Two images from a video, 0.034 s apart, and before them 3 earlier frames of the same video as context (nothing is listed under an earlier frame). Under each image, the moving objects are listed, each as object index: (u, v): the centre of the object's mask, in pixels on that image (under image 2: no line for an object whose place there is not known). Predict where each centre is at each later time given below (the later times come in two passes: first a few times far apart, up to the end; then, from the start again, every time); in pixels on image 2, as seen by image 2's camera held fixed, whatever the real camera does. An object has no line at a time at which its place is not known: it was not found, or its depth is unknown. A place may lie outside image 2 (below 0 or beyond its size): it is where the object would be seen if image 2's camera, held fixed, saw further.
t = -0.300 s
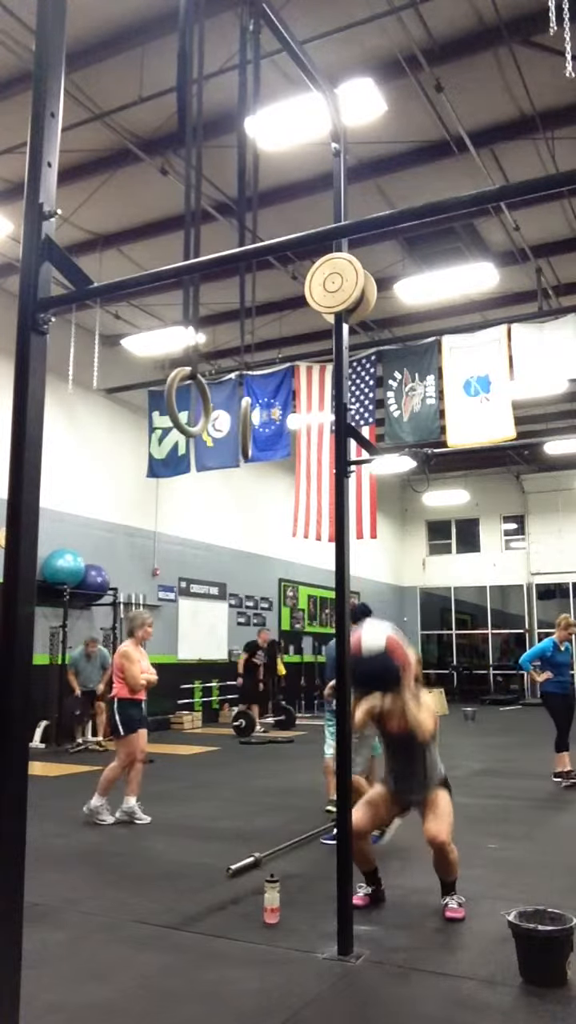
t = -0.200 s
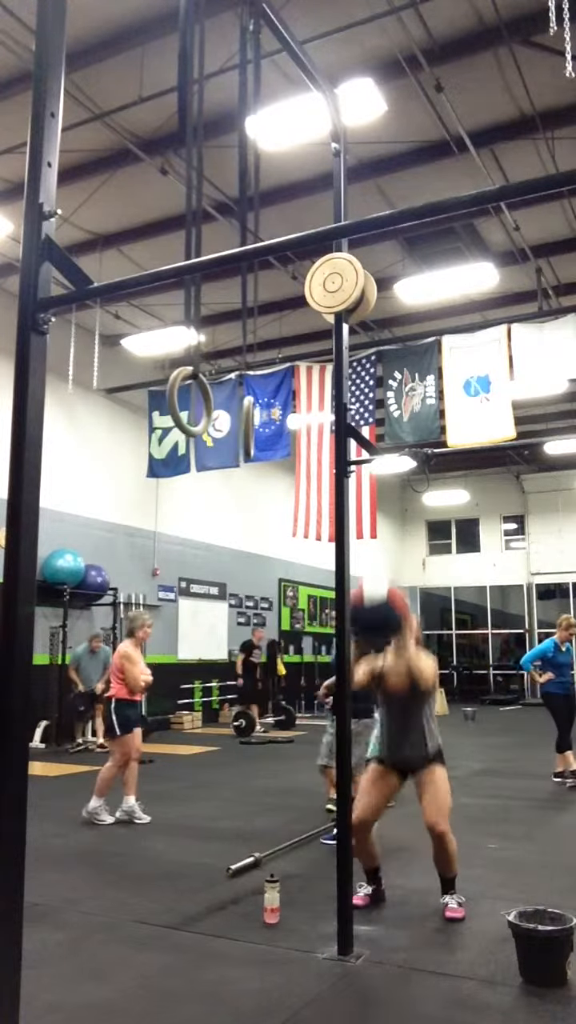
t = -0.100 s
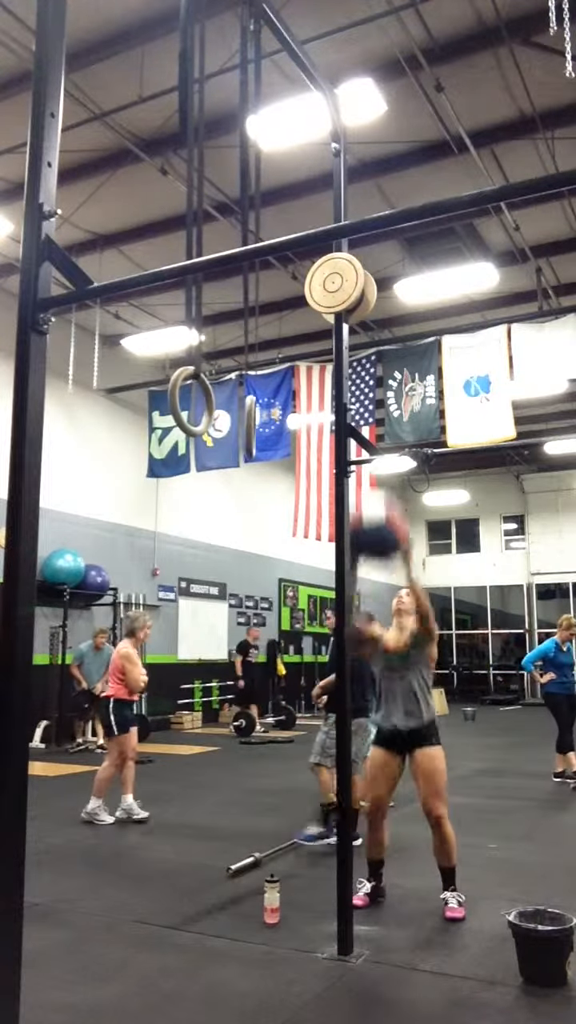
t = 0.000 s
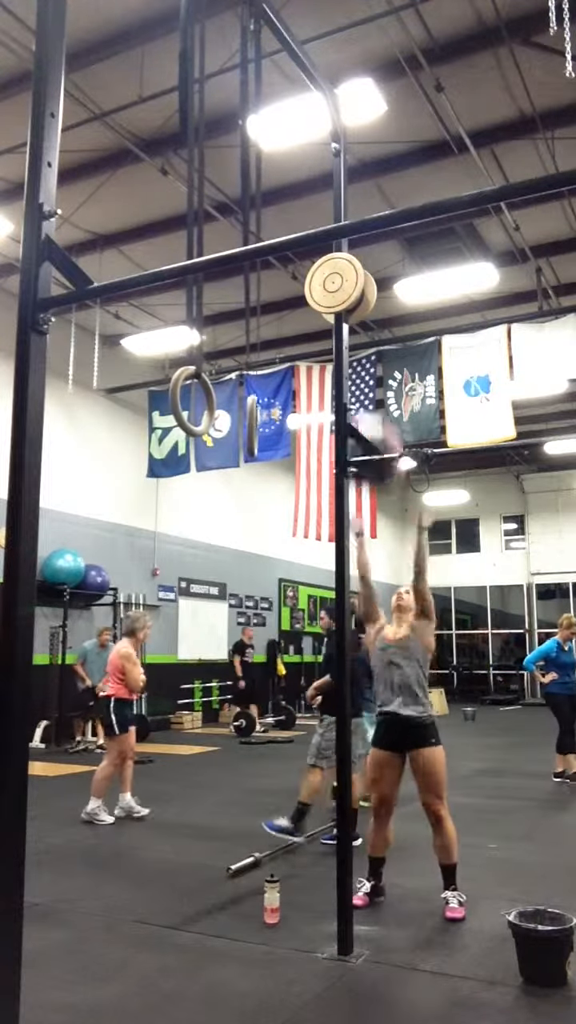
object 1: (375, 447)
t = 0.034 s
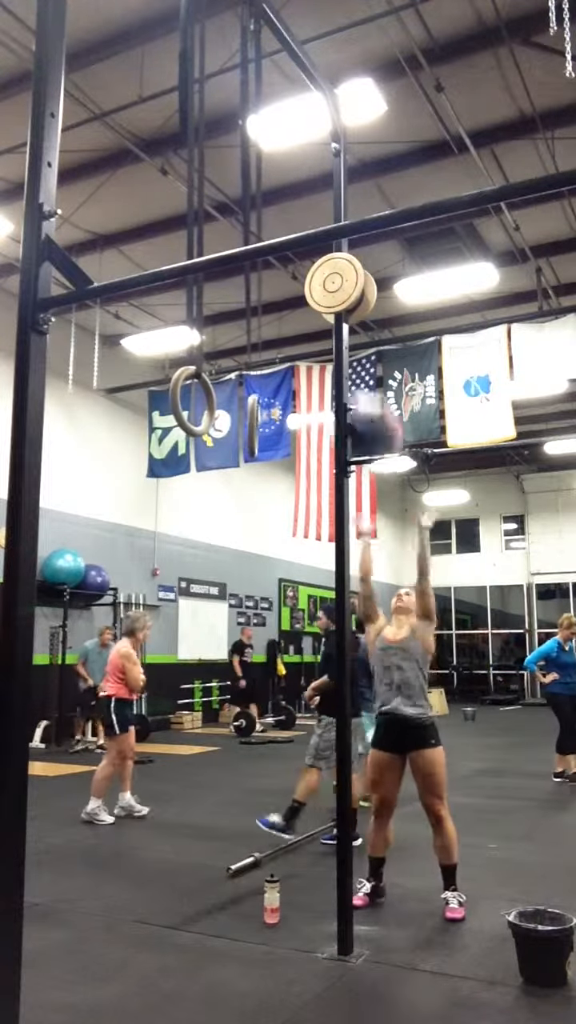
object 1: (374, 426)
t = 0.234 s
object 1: (361, 352)
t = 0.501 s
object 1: (384, 429)
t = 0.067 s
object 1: (372, 405)
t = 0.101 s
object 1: (370, 391)
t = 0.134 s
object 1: (367, 373)
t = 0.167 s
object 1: (366, 362)
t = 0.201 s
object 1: (360, 353)
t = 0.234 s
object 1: (361, 352)
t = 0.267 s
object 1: (368, 354)
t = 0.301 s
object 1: (369, 359)
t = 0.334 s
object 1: (370, 365)
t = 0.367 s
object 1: (374, 375)
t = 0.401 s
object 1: (377, 388)
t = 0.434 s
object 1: (378, 401)
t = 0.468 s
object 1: (381, 418)
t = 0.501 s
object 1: (384, 429)
